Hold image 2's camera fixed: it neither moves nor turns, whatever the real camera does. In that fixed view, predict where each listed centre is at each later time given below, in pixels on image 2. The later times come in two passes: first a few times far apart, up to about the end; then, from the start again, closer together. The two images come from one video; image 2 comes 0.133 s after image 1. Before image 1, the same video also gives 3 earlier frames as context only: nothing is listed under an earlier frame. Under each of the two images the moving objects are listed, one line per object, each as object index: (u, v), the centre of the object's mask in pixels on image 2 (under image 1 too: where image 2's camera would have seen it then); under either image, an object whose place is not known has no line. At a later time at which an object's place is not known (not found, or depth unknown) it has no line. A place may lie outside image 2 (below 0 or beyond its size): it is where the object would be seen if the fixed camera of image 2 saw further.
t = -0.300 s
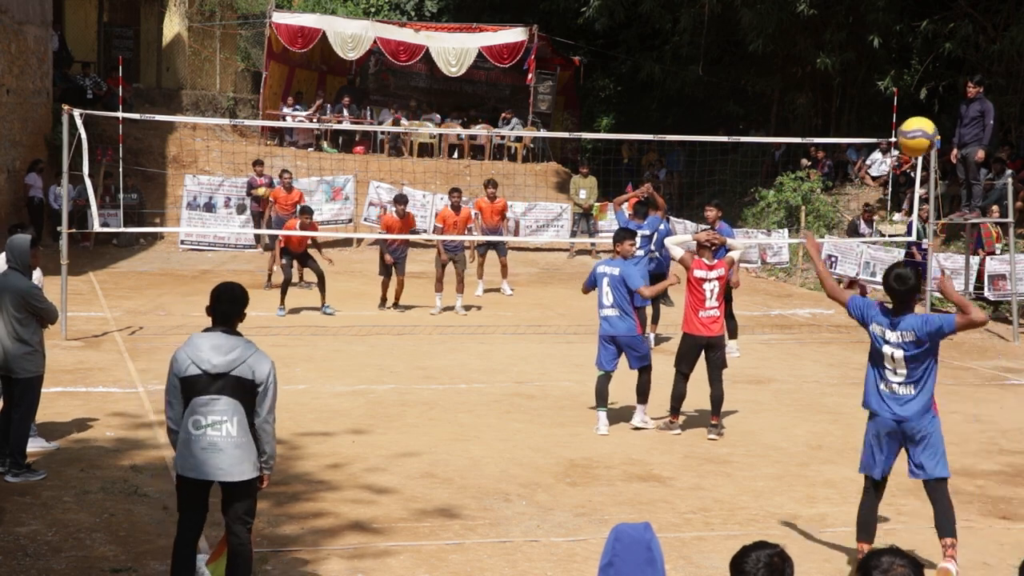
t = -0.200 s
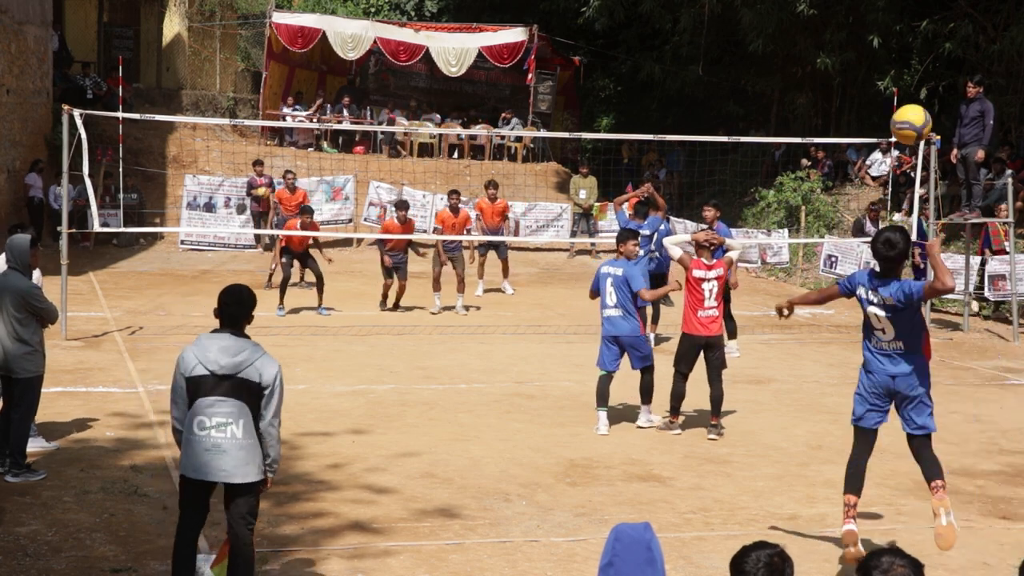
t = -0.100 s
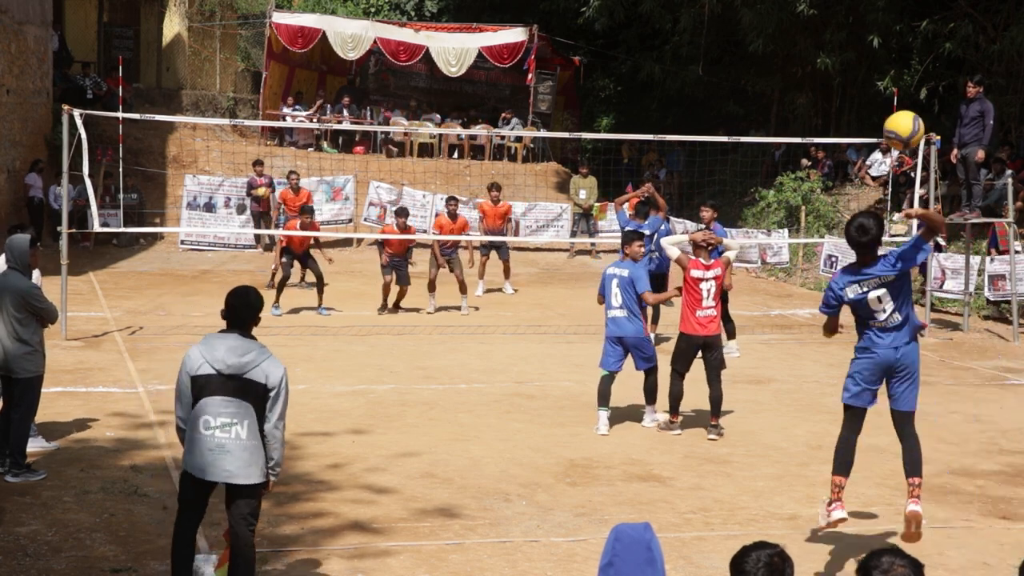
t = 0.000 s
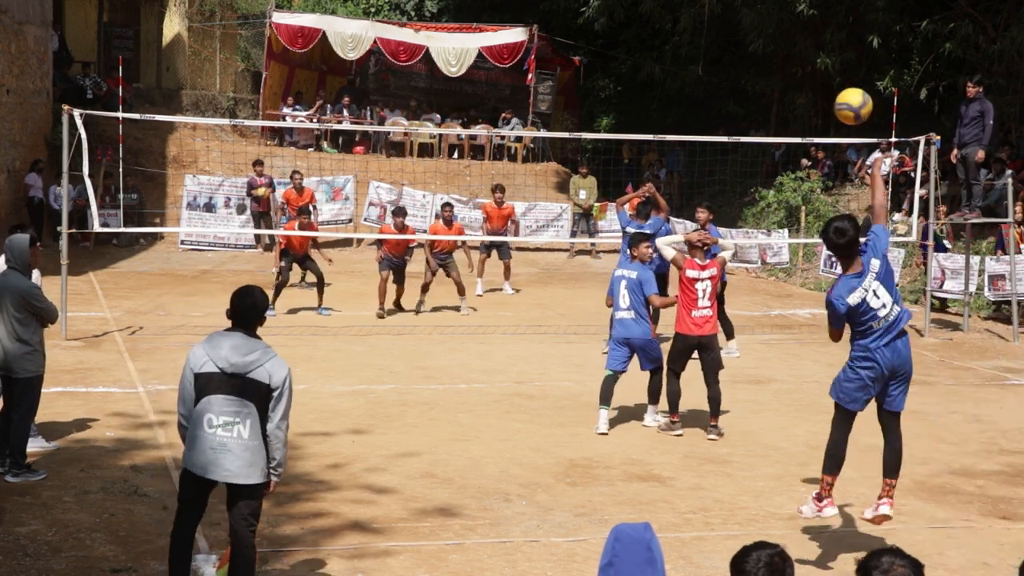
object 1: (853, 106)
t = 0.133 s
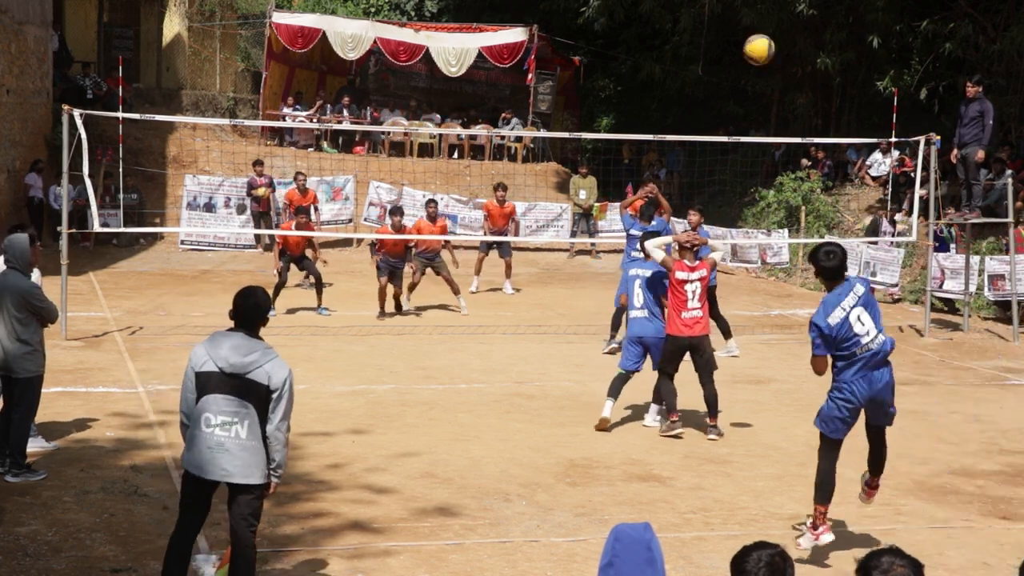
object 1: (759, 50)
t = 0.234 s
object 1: (707, 36)
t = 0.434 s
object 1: (627, 44)
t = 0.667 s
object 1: (559, 94)
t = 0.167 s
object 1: (741, 43)
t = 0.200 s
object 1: (724, 39)
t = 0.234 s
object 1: (707, 36)
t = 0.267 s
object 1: (692, 34)
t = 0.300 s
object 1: (678, 34)
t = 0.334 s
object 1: (664, 35)
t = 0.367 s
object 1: (651, 38)
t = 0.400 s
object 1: (639, 40)
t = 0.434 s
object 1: (627, 44)
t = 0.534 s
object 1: (596, 61)
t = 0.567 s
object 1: (586, 68)
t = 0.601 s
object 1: (577, 76)
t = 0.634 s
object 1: (568, 85)
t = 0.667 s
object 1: (559, 94)
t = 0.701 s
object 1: (551, 104)
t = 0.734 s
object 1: (544, 114)
